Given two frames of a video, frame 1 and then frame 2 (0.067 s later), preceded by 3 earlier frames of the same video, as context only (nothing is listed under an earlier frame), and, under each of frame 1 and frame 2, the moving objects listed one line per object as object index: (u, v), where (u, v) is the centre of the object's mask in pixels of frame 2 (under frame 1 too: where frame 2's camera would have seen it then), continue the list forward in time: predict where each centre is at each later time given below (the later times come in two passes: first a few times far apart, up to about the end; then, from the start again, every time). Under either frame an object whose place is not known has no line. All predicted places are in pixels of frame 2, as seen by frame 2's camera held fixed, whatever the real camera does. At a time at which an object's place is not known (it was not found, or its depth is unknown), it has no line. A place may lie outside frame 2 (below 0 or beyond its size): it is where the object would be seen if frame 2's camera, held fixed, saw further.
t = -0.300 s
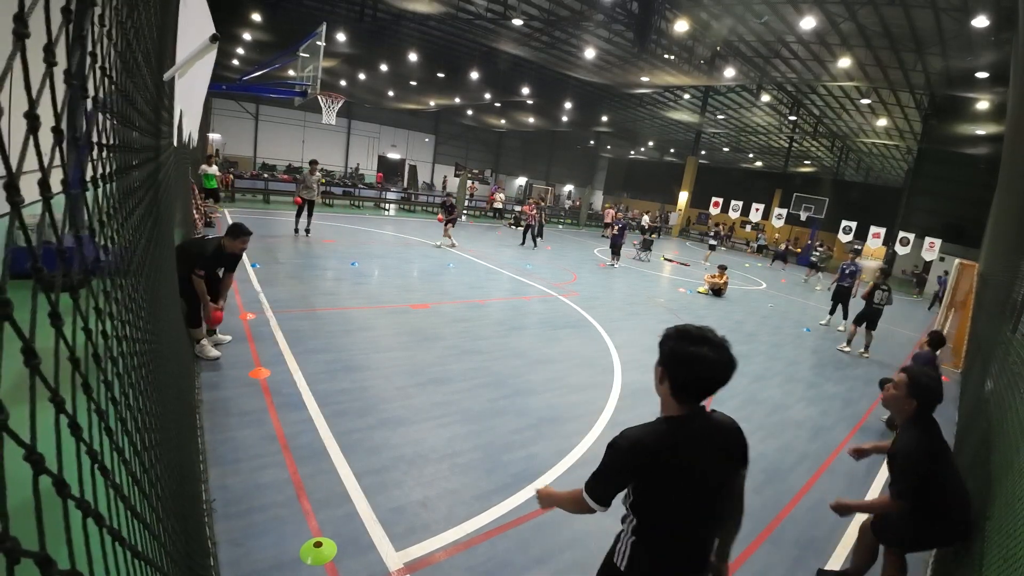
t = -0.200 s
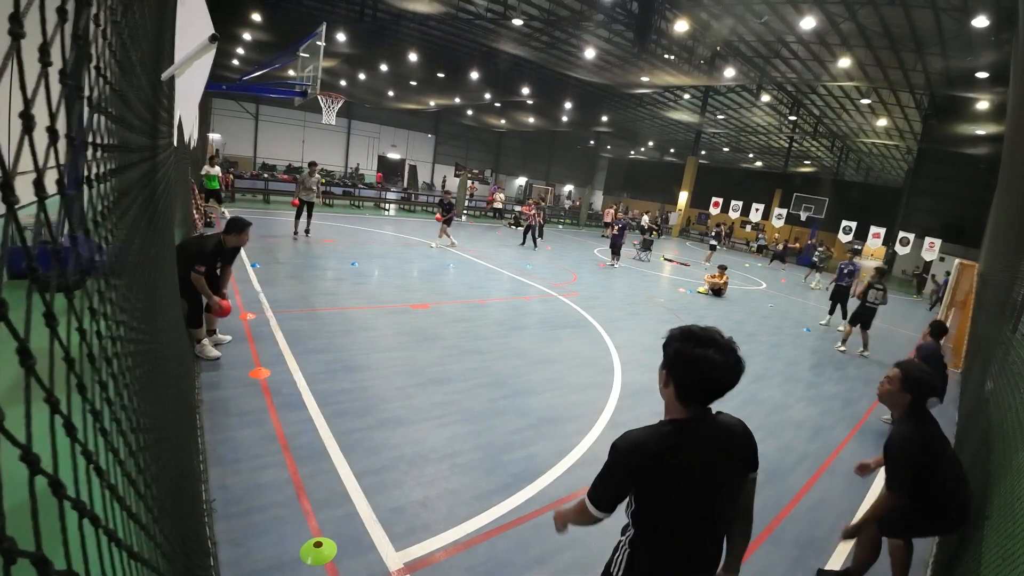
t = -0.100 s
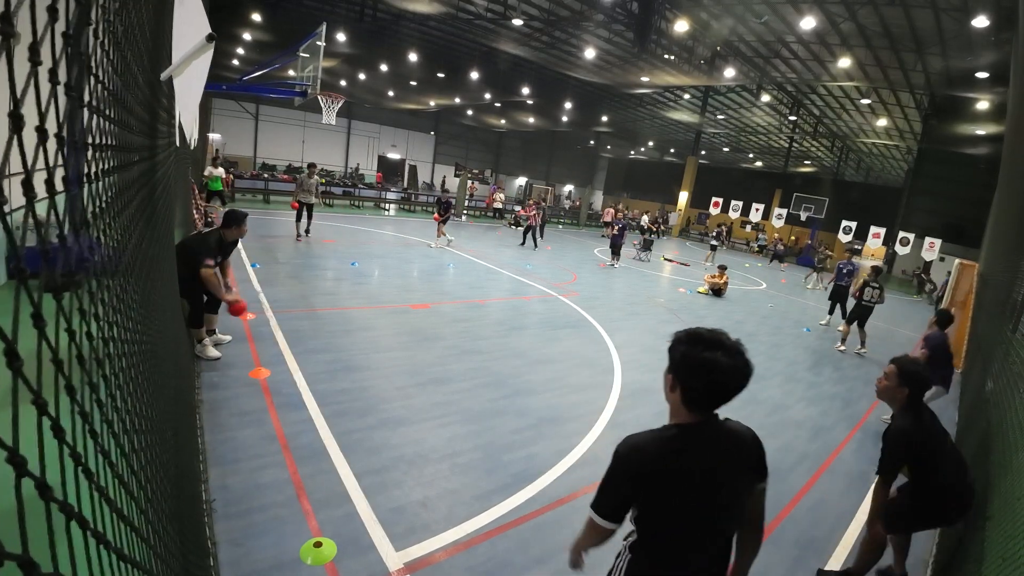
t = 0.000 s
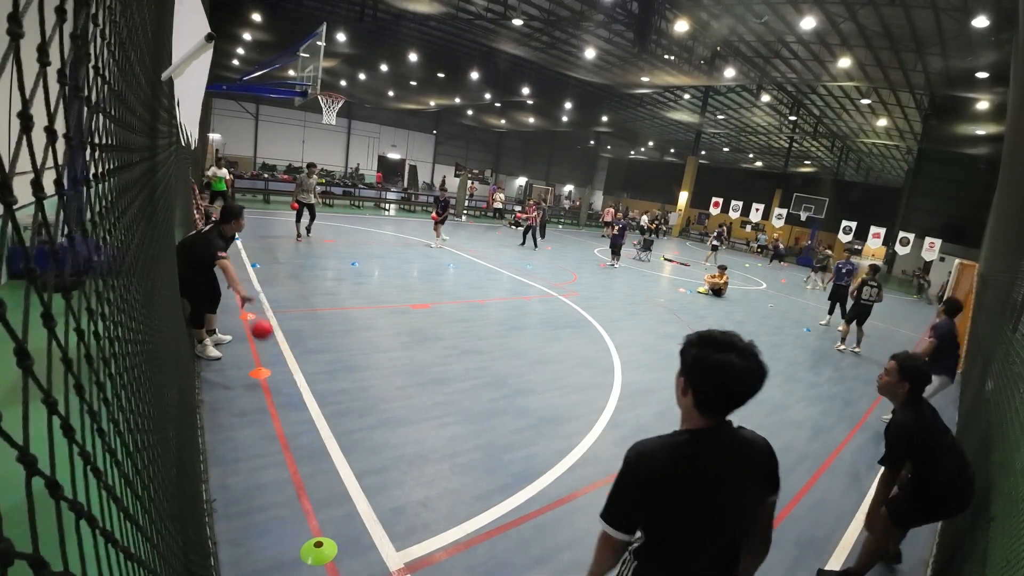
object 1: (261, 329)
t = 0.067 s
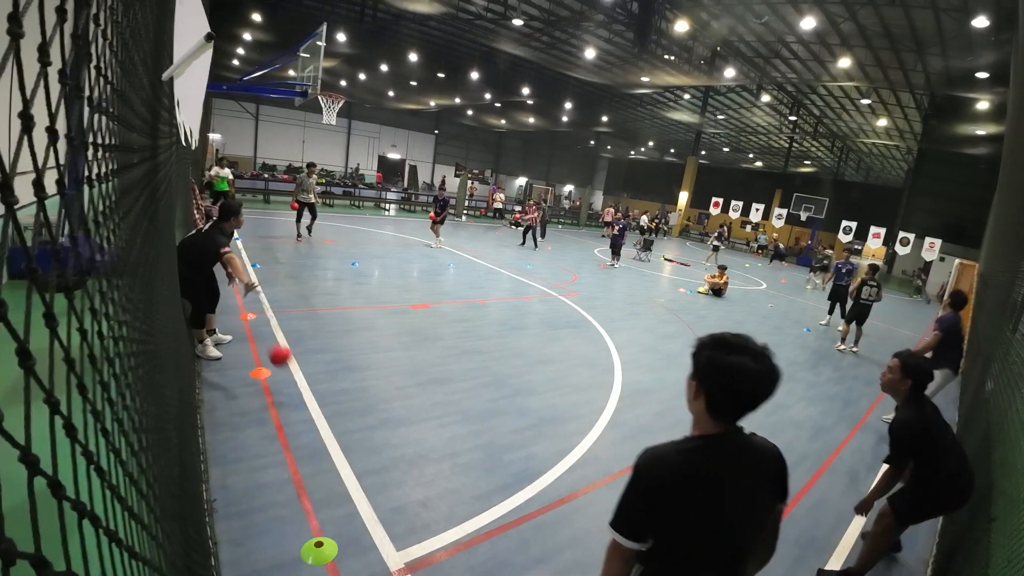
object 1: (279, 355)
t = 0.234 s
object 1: (333, 434)
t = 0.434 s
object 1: (394, 451)
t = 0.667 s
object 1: (487, 557)
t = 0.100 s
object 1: (289, 371)
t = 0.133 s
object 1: (300, 388)
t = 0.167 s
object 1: (312, 408)
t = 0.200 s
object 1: (324, 431)
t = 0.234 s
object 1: (333, 434)
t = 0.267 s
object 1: (342, 433)
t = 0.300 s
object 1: (351, 433)
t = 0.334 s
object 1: (361, 435)
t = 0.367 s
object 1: (372, 439)
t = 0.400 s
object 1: (382, 444)
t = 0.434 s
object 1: (394, 451)
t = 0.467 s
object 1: (406, 460)
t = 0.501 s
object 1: (418, 471)
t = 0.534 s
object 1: (432, 484)
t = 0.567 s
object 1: (445, 500)
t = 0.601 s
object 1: (458, 516)
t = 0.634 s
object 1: (473, 537)
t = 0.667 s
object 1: (487, 557)
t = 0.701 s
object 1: (501, 568)
